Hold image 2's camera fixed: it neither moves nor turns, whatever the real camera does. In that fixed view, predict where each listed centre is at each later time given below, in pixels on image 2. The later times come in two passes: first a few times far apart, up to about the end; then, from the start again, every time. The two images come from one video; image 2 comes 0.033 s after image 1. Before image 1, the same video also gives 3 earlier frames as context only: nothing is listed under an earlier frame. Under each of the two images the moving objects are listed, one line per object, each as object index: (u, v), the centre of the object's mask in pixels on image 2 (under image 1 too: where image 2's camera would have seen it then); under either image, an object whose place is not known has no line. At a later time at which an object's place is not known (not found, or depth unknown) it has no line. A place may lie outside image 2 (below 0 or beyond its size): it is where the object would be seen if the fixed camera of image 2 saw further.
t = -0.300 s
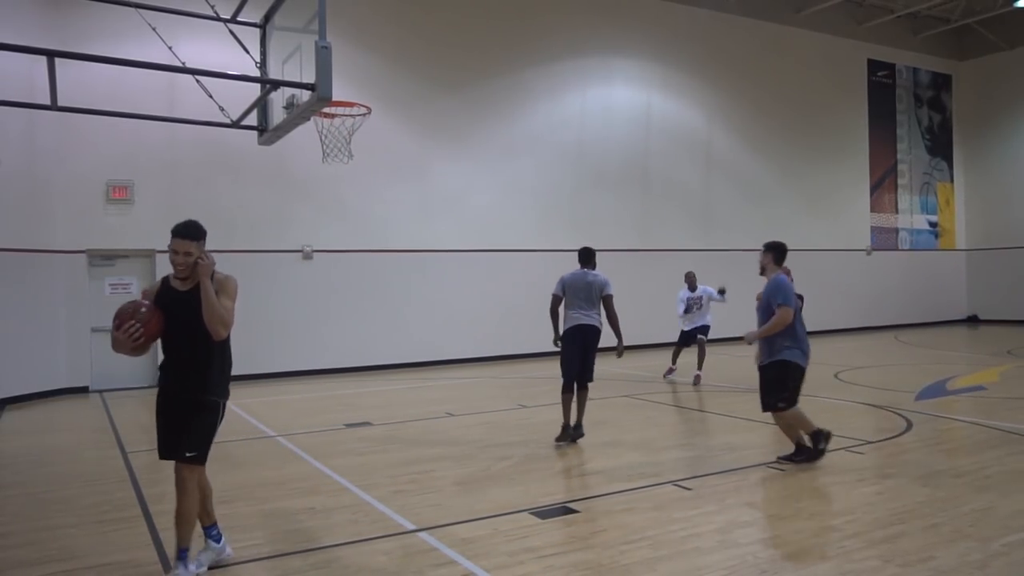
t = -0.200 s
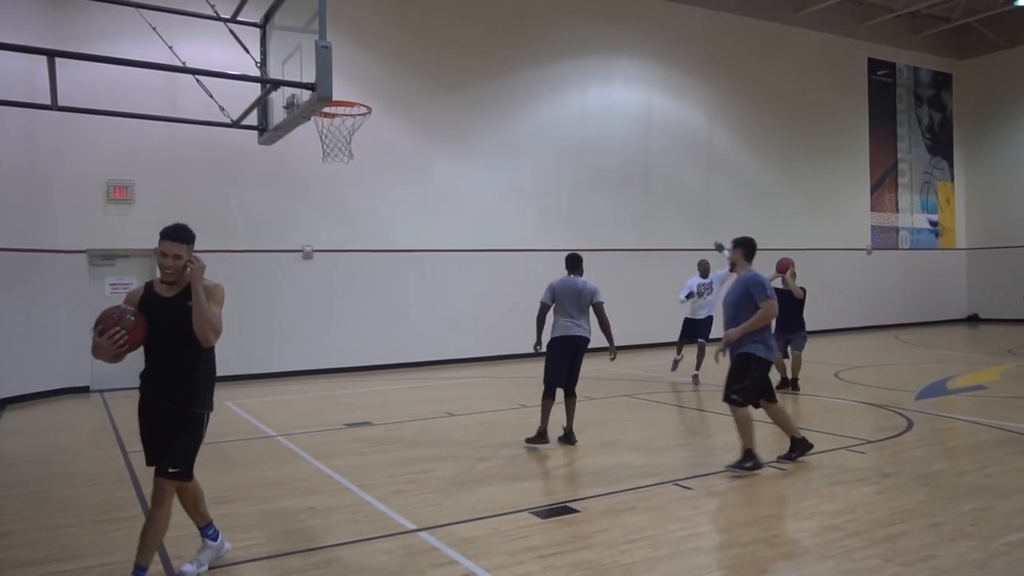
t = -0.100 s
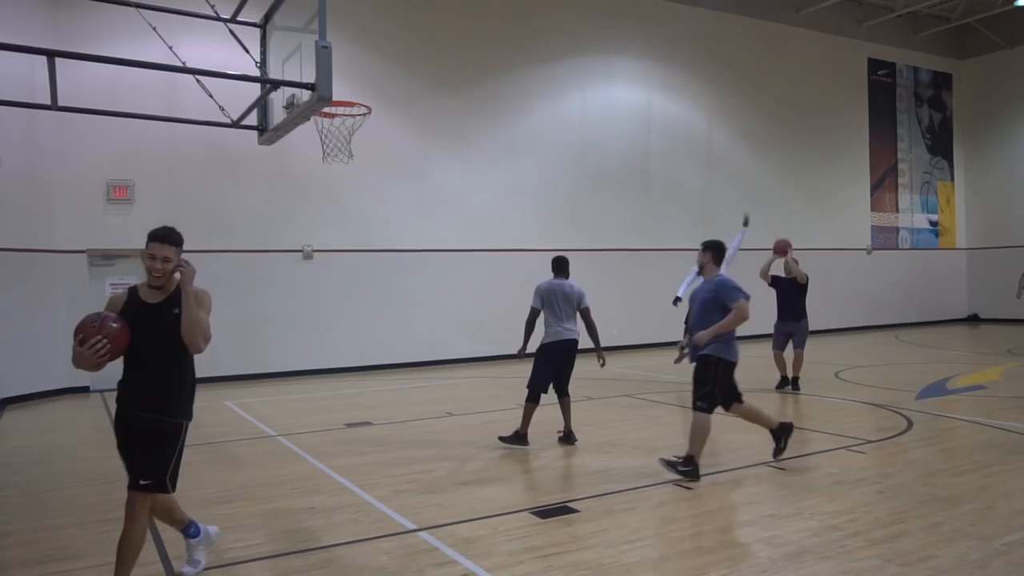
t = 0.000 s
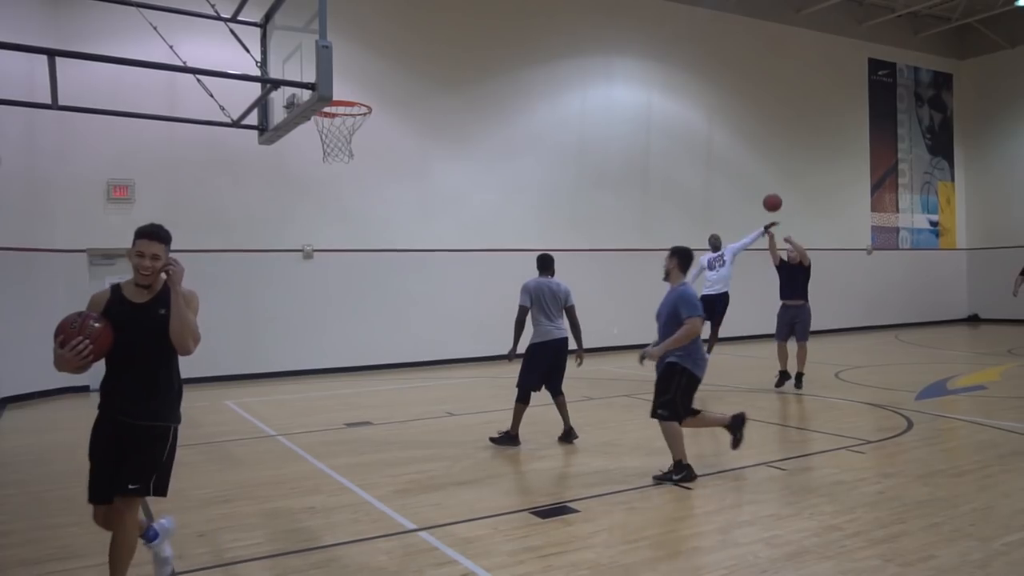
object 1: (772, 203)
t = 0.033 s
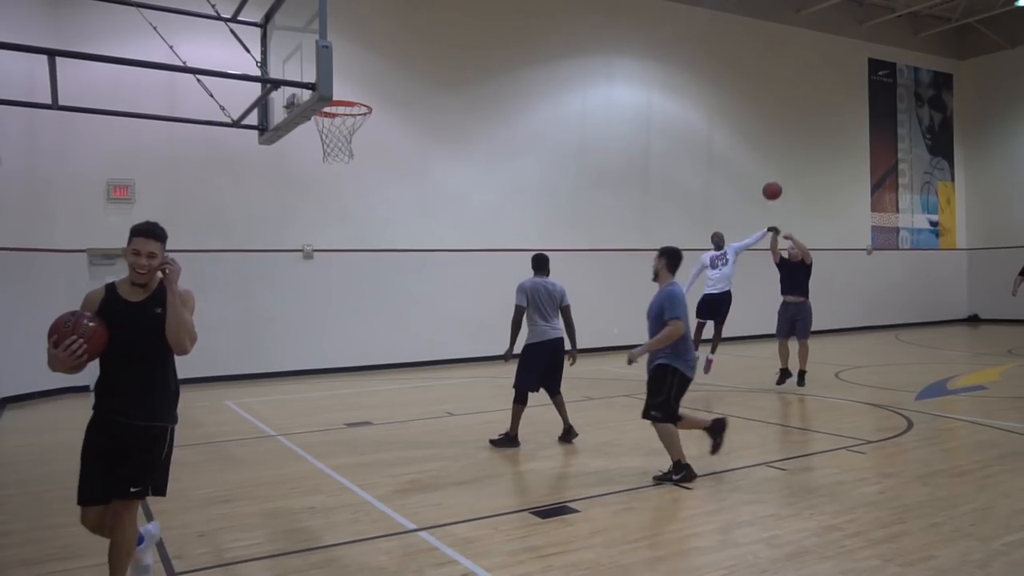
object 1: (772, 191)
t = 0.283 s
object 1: (768, 119)
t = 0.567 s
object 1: (762, 89)
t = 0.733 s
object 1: (757, 109)
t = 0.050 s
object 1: (772, 185)
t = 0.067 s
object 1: (771, 179)
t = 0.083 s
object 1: (771, 174)
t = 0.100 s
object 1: (771, 168)
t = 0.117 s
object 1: (770, 163)
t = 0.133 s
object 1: (770, 158)
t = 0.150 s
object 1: (770, 153)
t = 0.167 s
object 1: (770, 148)
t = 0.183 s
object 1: (770, 144)
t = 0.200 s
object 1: (769, 139)
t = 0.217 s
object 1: (769, 135)
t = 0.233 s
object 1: (769, 131)
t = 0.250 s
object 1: (769, 127)
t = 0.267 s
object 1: (768, 123)
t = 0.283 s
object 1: (768, 119)
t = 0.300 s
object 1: (768, 116)
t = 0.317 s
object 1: (767, 112)
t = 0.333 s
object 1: (767, 109)
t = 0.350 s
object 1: (767, 106)
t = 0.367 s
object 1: (766, 104)
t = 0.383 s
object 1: (766, 101)
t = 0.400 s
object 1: (766, 99)
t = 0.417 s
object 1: (765, 97)
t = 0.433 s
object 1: (765, 95)
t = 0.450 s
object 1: (765, 93)
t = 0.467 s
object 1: (765, 92)
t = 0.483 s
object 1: (764, 91)
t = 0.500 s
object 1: (764, 90)
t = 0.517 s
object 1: (764, 89)
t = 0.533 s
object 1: (763, 89)
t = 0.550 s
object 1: (763, 89)
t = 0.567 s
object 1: (762, 89)
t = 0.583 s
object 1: (762, 89)
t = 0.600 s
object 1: (761, 90)
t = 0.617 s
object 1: (761, 91)
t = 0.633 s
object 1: (760, 93)
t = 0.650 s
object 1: (760, 95)
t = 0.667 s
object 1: (759, 97)
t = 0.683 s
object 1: (759, 99)
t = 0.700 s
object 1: (758, 102)
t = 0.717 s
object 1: (758, 105)
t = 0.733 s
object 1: (757, 109)
